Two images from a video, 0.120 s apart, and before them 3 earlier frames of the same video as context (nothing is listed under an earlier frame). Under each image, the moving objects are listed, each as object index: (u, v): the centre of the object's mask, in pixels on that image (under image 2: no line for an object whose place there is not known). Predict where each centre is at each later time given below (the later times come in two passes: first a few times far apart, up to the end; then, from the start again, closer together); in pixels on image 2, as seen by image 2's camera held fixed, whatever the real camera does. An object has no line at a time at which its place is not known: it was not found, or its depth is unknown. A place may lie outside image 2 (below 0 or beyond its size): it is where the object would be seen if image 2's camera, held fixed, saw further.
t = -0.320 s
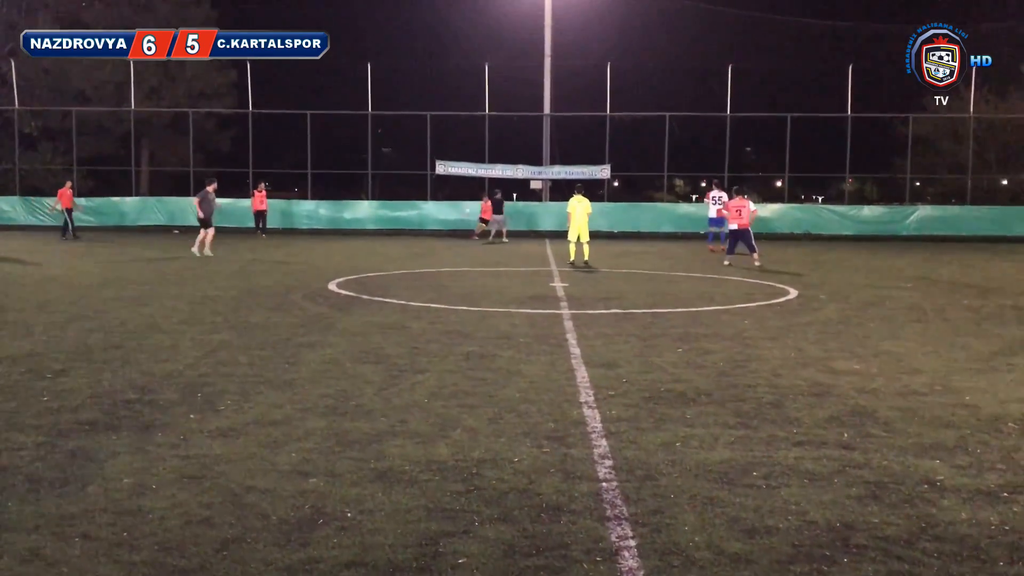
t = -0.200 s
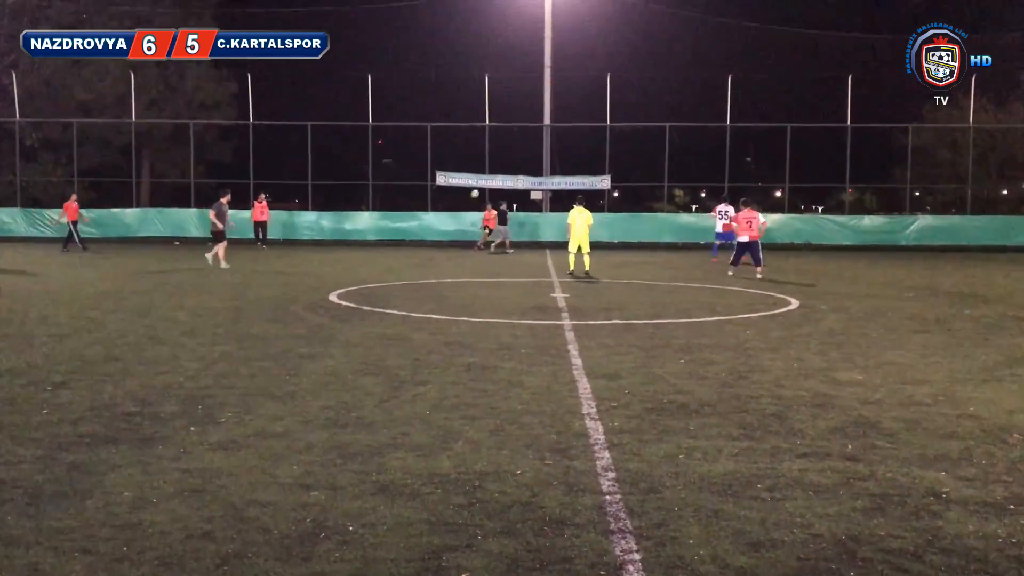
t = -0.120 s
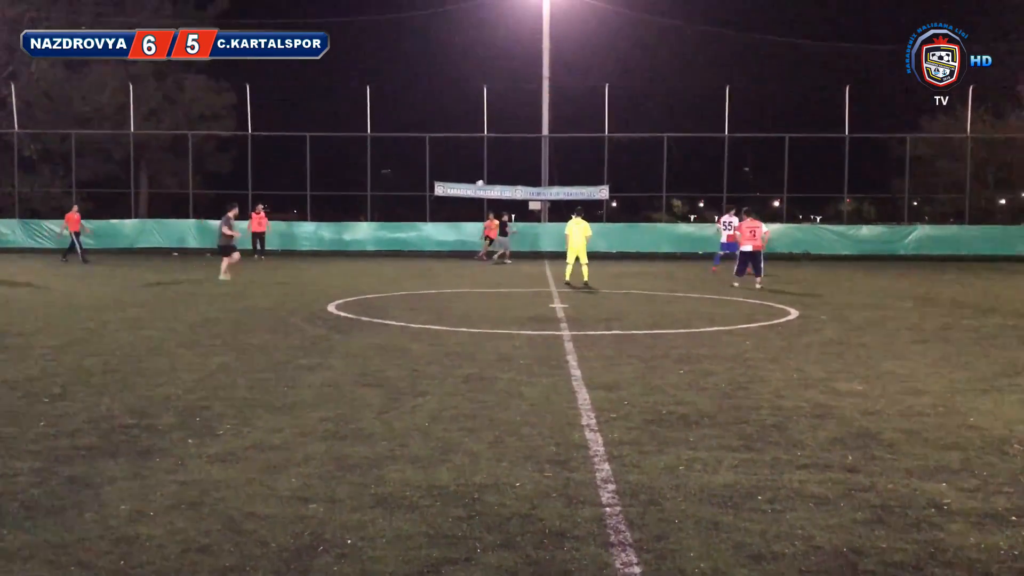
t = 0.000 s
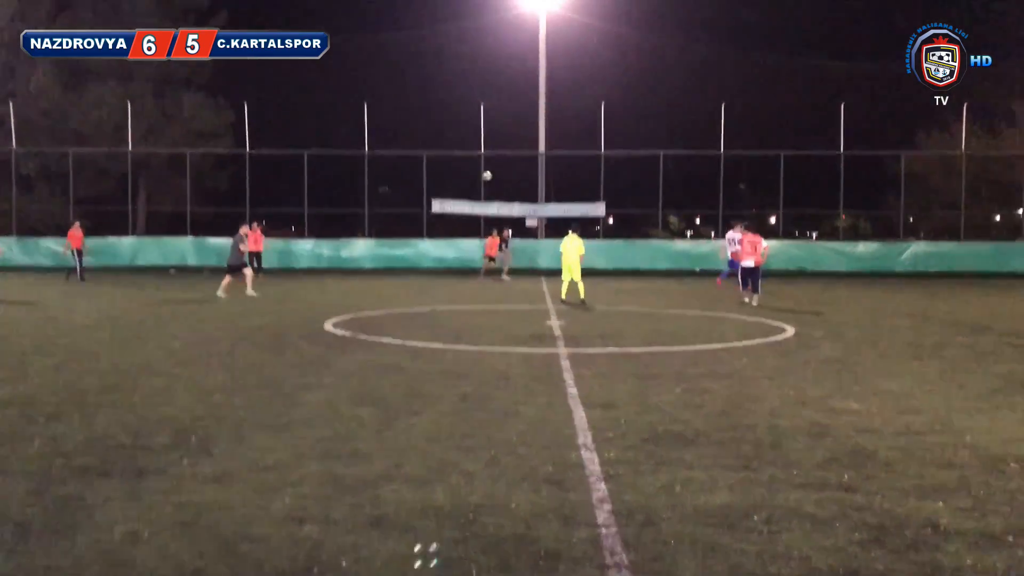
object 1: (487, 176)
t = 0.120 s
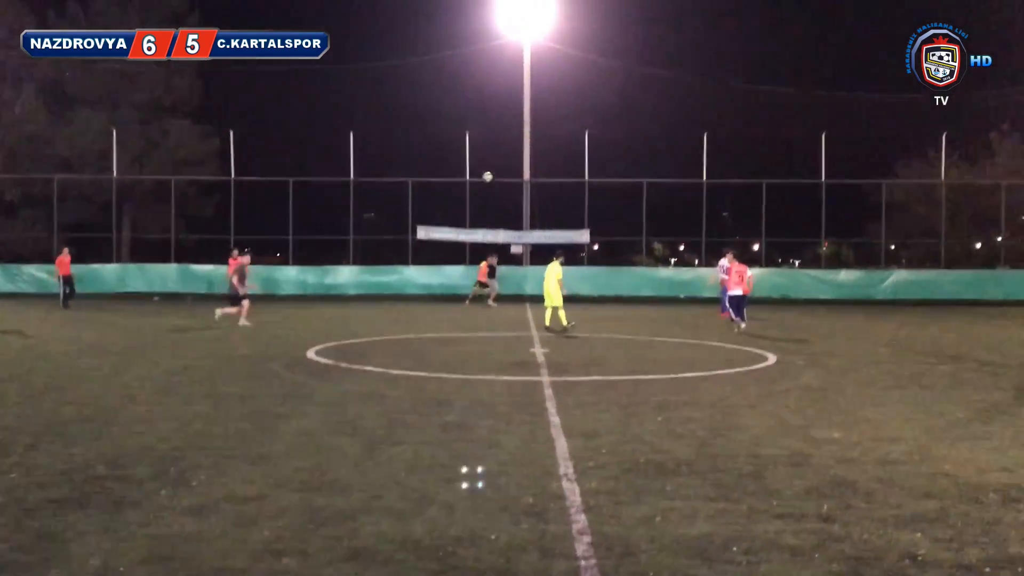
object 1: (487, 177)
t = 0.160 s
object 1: (492, 171)
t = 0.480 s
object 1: (548, 130)
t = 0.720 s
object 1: (630, 128)
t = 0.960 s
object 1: (763, 183)
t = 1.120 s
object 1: (913, 289)
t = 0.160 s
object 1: (492, 171)
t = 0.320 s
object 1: (517, 146)
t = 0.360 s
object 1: (523, 142)
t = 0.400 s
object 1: (530, 138)
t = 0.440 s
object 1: (540, 133)
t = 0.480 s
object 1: (548, 130)
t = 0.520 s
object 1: (561, 126)
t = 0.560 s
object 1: (570, 125)
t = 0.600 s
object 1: (580, 124)
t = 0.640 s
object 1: (597, 124)
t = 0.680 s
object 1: (609, 125)
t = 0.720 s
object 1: (630, 128)
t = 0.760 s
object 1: (645, 131)
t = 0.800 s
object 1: (661, 136)
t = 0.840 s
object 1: (687, 145)
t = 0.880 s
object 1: (707, 154)
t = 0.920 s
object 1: (739, 170)
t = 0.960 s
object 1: (763, 183)
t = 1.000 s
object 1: (788, 199)
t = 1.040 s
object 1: (830, 226)
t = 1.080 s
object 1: (861, 249)
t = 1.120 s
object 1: (913, 289)
